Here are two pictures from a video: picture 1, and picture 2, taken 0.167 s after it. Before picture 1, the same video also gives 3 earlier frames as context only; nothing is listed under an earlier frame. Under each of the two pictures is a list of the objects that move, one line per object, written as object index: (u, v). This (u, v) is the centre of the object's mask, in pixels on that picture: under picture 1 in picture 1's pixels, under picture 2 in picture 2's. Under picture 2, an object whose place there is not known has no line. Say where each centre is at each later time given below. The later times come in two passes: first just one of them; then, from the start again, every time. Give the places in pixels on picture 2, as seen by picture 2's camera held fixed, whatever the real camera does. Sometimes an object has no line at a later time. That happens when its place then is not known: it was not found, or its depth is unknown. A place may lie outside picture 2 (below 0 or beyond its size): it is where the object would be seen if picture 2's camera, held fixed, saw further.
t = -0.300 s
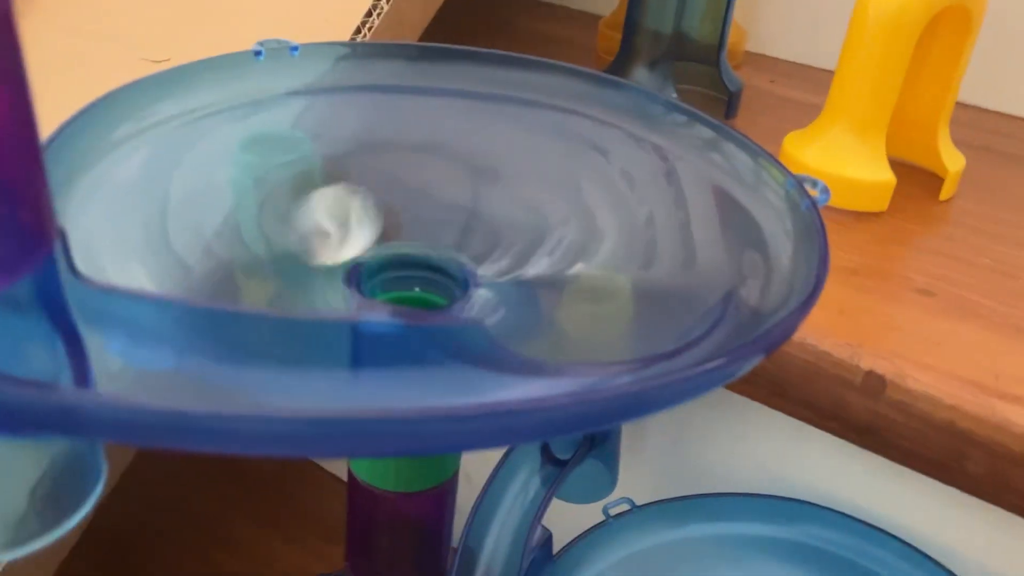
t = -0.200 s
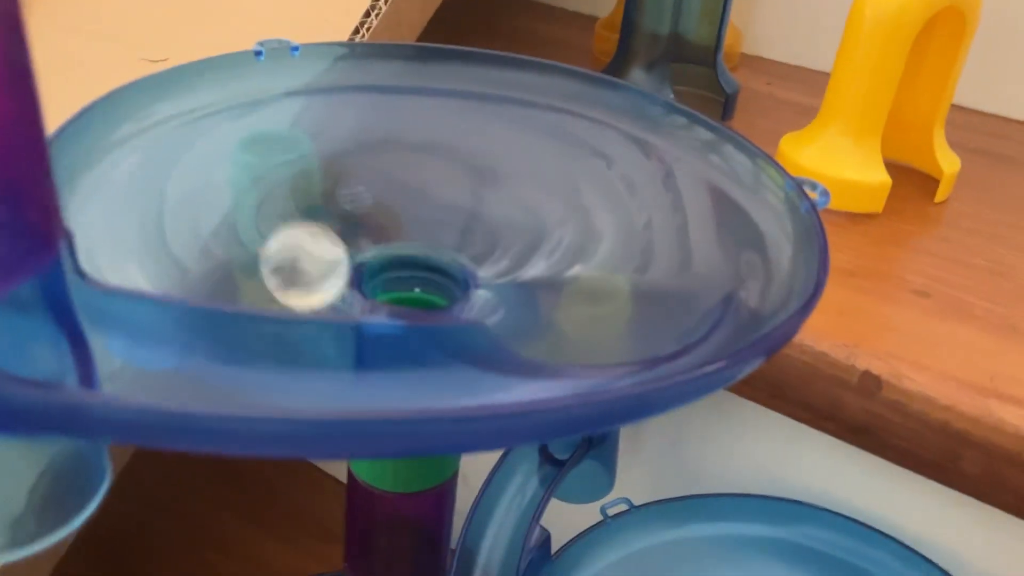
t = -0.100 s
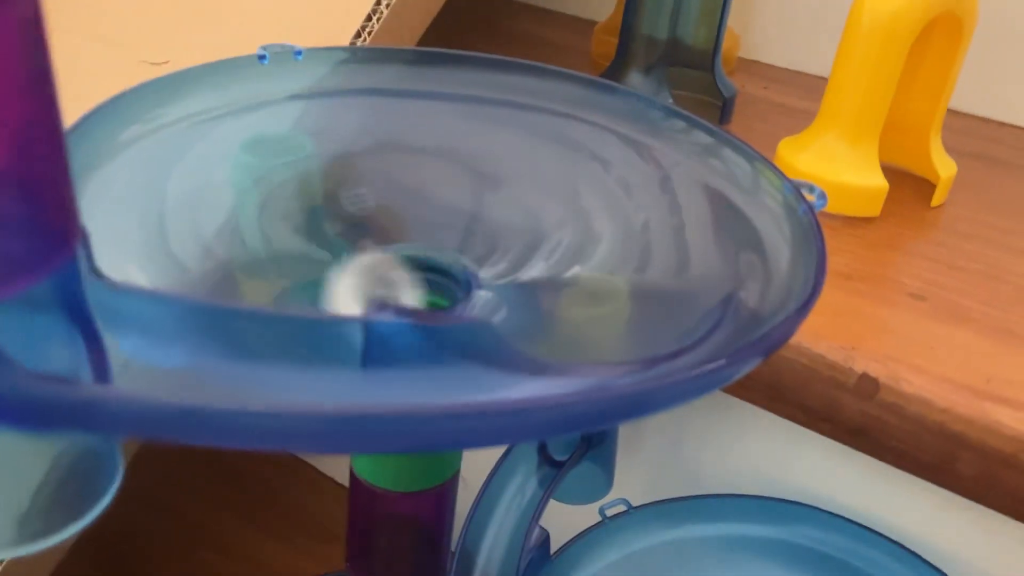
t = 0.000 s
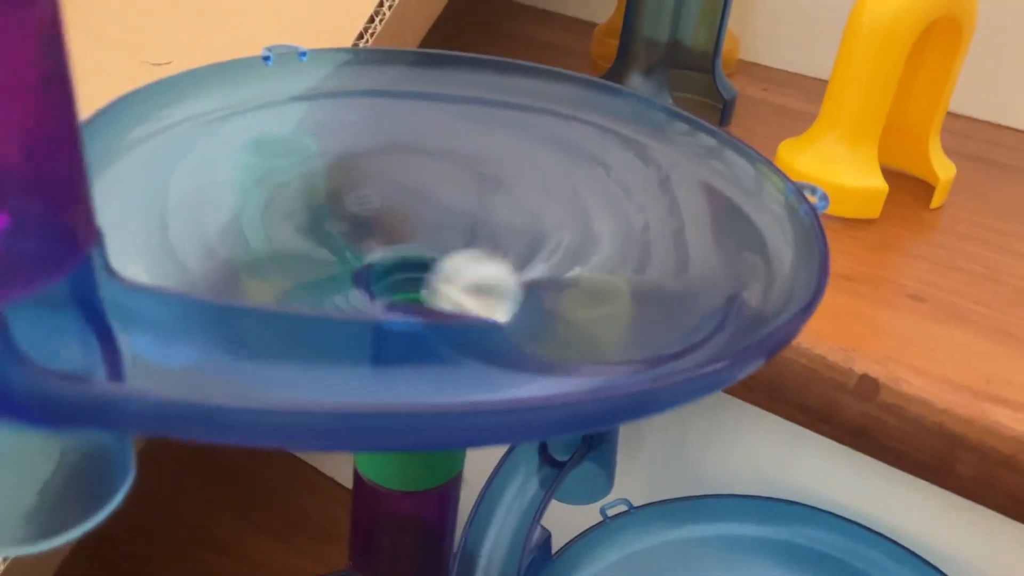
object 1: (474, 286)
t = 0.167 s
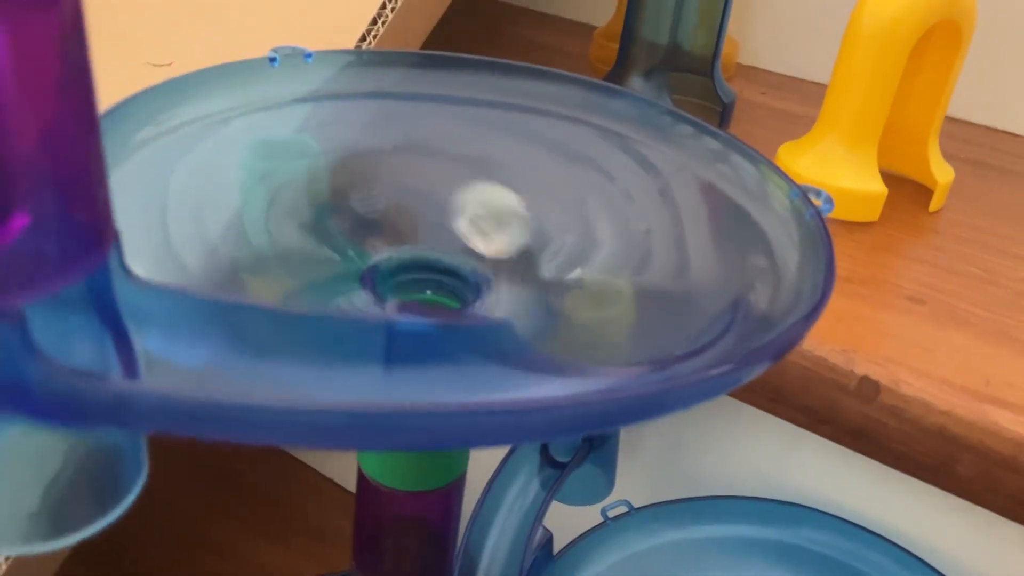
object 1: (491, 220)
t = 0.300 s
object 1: (371, 196)
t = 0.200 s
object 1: (464, 206)
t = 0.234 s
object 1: (431, 197)
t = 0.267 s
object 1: (398, 193)
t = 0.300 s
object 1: (371, 196)
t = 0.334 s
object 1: (349, 206)
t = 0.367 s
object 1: (339, 220)
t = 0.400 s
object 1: (342, 238)
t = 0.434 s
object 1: (359, 258)
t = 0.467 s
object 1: (386, 271)
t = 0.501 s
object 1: (425, 276)
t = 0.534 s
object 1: (466, 279)
